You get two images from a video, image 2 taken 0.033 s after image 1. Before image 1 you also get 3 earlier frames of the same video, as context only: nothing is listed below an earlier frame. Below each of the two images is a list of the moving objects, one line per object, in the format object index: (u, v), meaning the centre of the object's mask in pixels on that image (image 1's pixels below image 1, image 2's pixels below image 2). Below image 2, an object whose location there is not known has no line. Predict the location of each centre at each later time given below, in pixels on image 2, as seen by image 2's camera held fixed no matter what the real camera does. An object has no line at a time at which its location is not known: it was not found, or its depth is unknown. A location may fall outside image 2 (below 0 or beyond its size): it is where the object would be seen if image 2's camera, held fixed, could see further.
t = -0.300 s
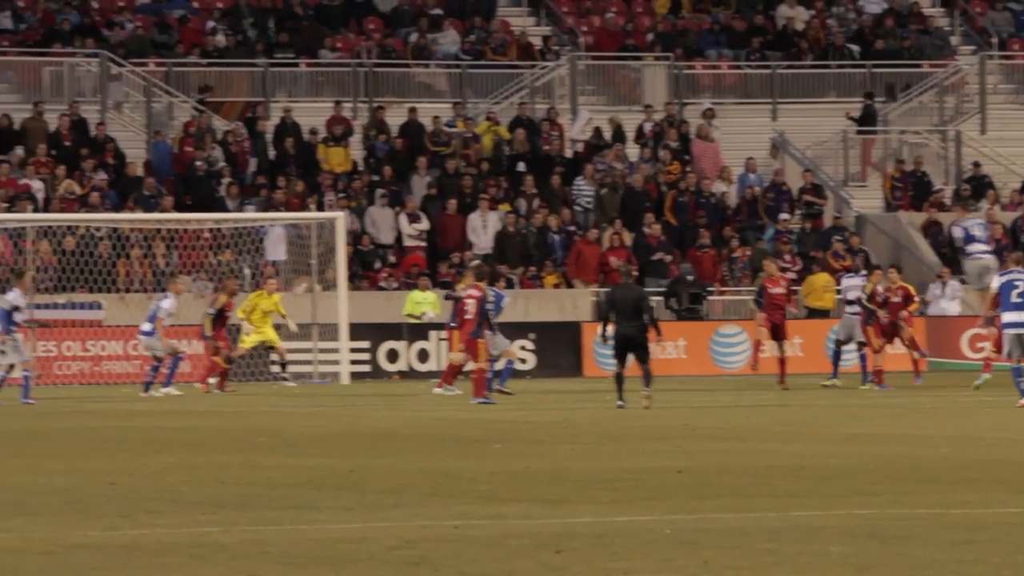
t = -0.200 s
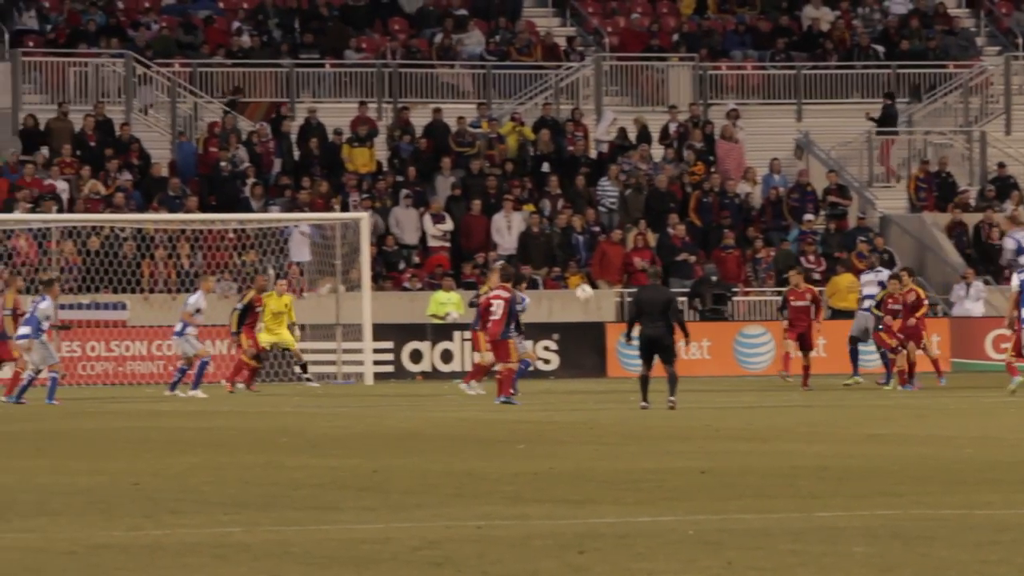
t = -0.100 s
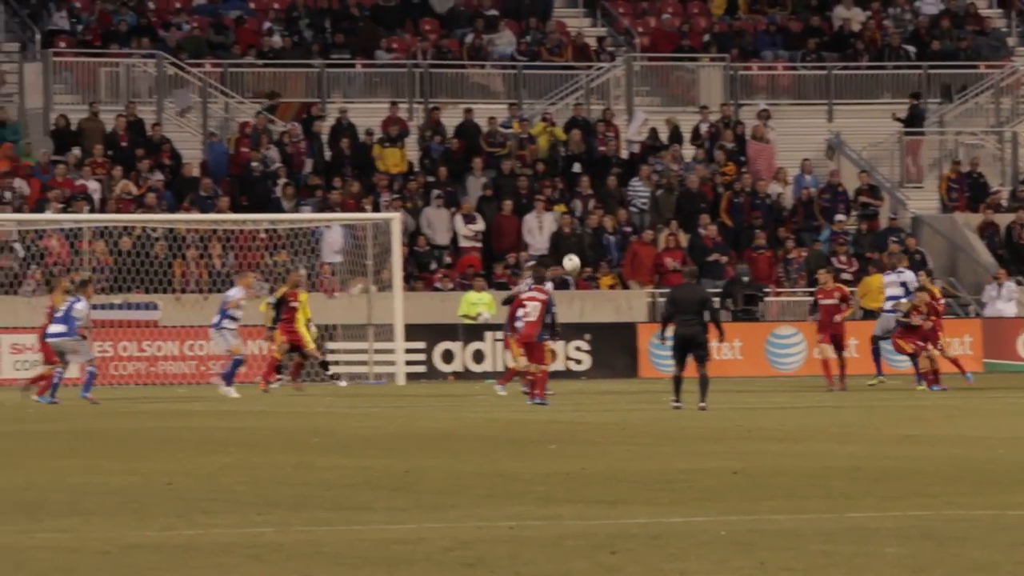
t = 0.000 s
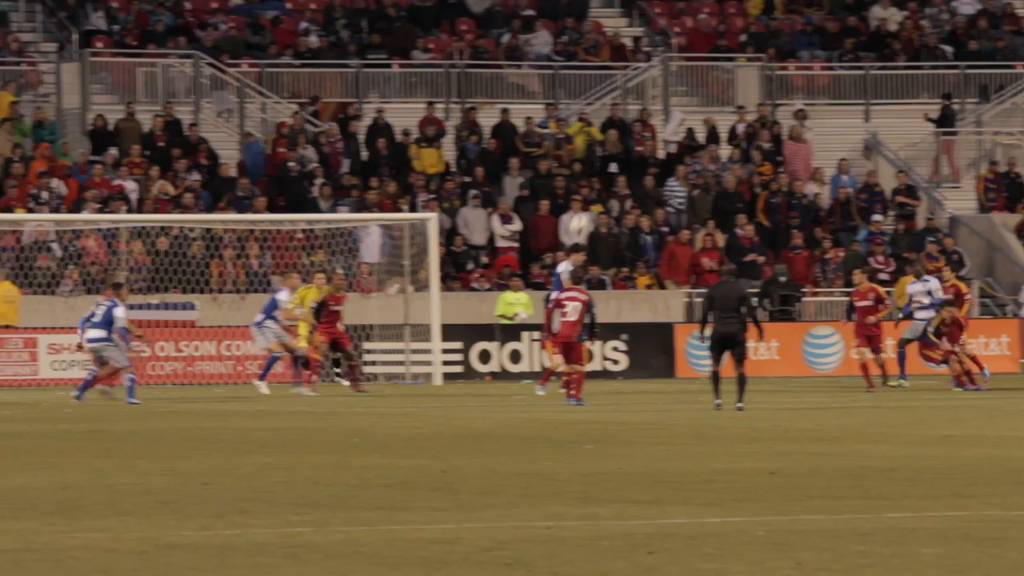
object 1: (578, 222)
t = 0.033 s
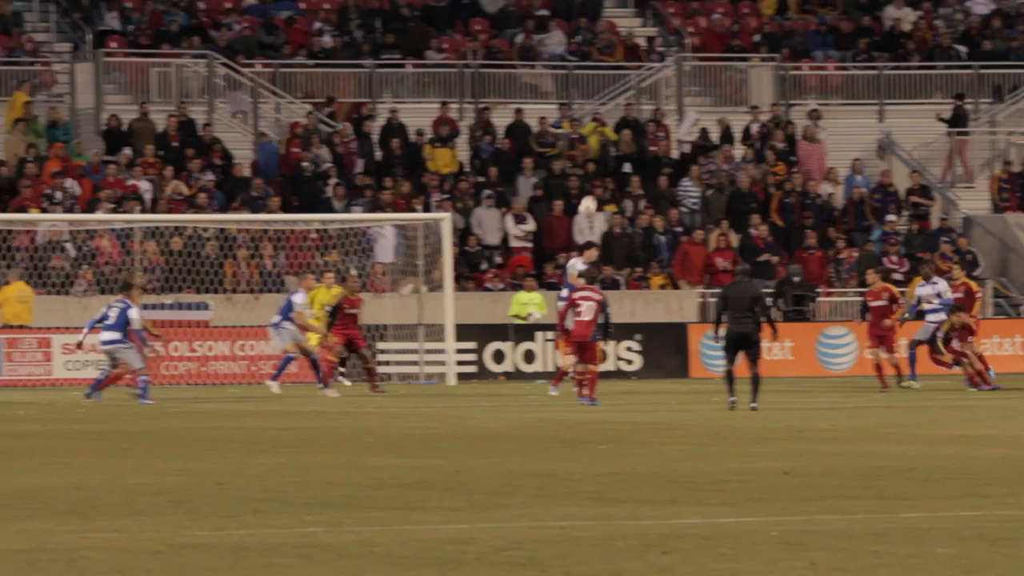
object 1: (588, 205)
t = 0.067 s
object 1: (582, 190)
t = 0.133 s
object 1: (573, 161)
